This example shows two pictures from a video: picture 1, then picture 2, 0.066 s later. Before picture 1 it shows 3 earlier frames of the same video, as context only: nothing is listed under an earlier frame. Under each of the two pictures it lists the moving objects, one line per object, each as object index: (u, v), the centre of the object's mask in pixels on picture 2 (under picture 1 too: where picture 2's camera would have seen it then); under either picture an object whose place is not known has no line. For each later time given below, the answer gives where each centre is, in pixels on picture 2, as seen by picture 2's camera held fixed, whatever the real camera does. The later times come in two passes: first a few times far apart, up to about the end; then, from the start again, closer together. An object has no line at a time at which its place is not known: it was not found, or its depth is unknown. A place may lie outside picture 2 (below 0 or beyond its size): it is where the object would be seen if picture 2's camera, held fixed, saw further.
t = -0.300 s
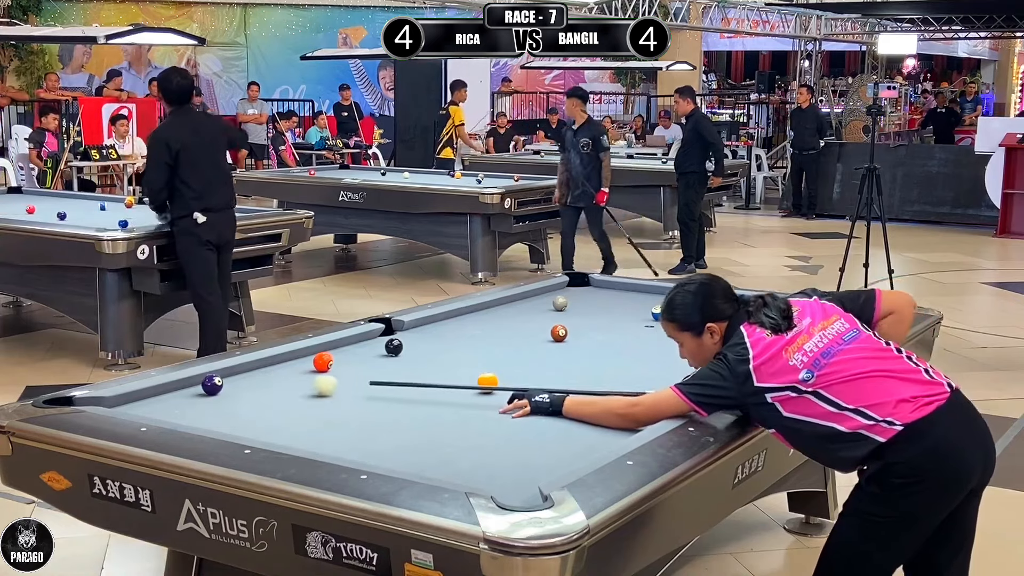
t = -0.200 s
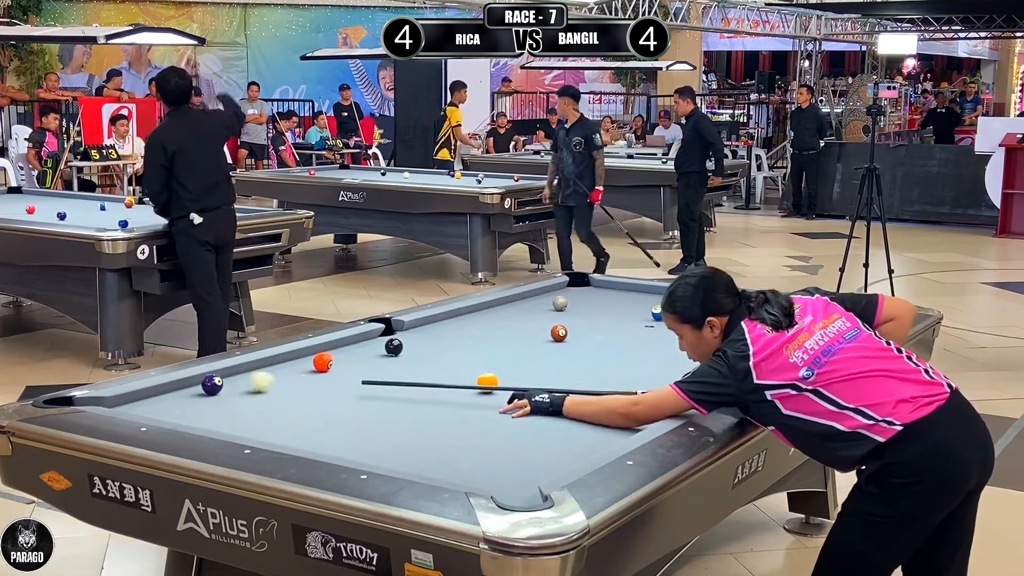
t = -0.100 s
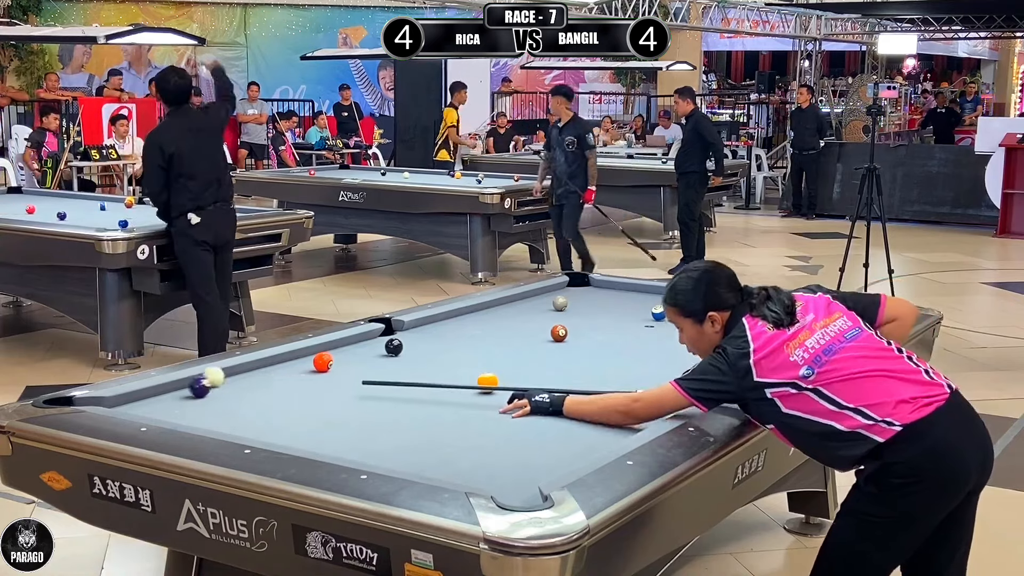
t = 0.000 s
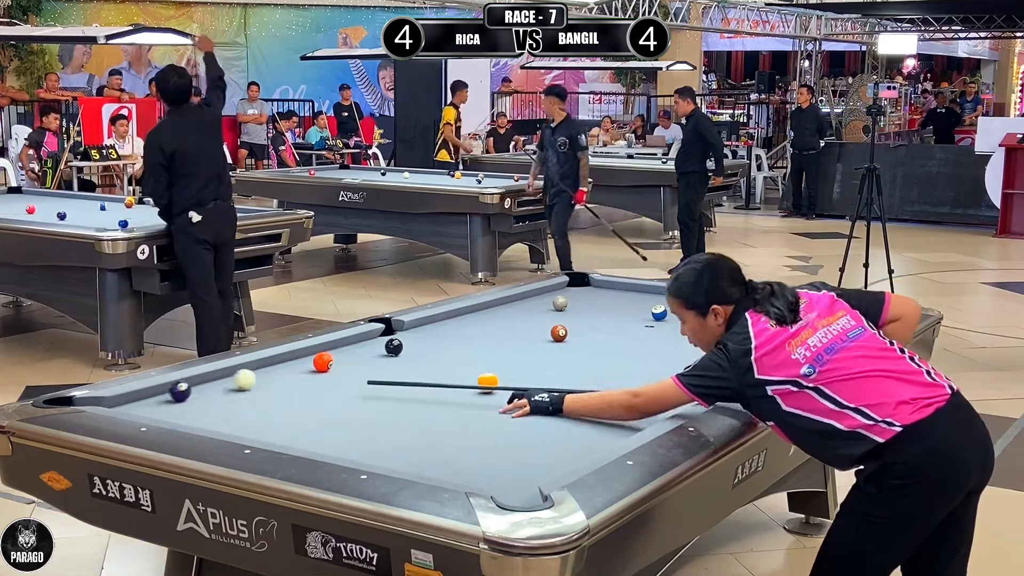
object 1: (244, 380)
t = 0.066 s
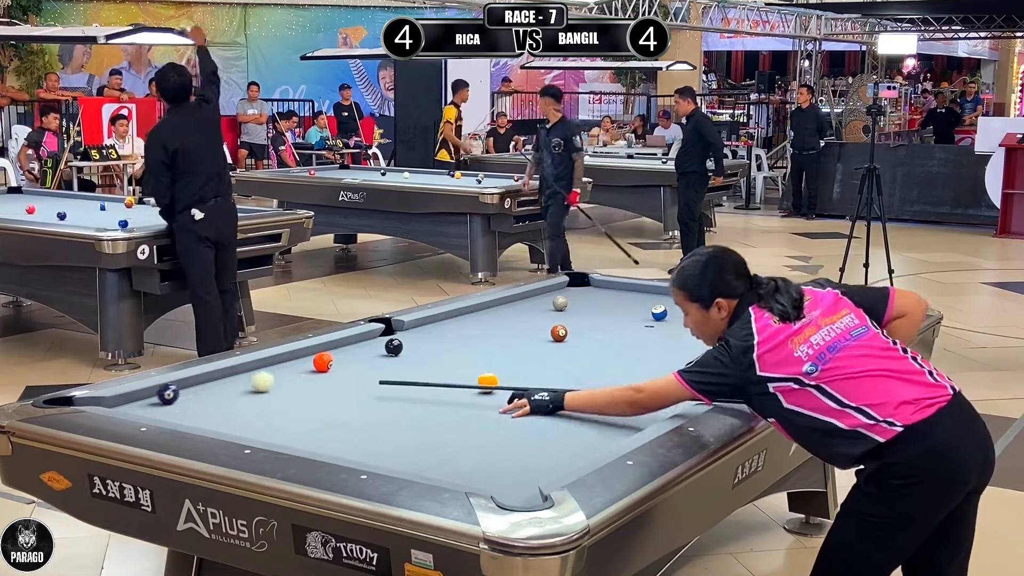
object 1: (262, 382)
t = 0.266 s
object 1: (312, 386)
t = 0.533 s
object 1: (377, 393)
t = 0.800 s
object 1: (442, 400)
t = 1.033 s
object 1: (501, 406)
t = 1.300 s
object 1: (566, 413)
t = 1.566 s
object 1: (632, 419)
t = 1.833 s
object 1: (642, 417)
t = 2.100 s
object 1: (617, 411)
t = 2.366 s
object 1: (593, 405)
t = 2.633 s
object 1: (573, 400)
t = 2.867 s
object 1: (557, 396)
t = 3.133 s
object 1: (541, 392)
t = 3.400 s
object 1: (527, 389)
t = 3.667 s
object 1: (516, 386)
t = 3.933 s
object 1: (508, 383)
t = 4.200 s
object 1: (506, 382)
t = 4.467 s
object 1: (506, 381)
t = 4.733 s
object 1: (506, 381)
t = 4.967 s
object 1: (507, 380)
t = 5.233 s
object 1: (507, 380)
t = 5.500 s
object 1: (506, 380)
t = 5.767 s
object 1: (507, 380)
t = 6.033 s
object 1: (506, 380)
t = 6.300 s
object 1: (507, 380)
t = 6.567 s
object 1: (506, 380)
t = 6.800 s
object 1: (506, 380)
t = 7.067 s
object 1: (507, 380)
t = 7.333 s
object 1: (506, 380)
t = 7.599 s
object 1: (507, 380)
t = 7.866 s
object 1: (507, 380)
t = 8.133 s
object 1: (507, 380)
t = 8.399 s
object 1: (507, 380)
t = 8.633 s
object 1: (507, 380)
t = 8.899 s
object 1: (507, 380)
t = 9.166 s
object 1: (507, 380)
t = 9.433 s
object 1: (507, 380)
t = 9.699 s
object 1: (507, 380)
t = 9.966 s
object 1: (507, 380)
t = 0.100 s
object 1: (271, 383)
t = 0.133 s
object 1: (279, 383)
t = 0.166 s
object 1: (287, 384)
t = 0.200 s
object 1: (295, 385)
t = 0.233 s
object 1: (304, 386)
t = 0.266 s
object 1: (312, 386)
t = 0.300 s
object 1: (320, 387)
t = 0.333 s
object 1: (328, 388)
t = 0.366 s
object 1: (336, 389)
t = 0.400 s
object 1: (345, 390)
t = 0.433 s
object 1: (353, 391)
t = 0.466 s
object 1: (361, 392)
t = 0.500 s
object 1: (369, 392)
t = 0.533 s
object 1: (377, 393)
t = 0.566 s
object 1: (385, 394)
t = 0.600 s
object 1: (393, 395)
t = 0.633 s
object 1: (402, 396)
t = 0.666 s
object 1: (410, 397)
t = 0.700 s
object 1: (418, 397)
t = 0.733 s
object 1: (426, 398)
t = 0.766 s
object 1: (434, 399)
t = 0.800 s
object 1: (442, 400)
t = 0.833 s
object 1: (450, 401)
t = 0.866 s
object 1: (459, 402)
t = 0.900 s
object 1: (467, 402)
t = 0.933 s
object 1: (475, 403)
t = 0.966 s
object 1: (483, 403)
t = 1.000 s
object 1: (492, 405)
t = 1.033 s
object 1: (501, 406)
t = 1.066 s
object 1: (509, 406)
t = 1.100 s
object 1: (517, 408)
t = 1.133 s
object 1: (525, 408)
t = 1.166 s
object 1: (533, 409)
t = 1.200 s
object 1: (542, 410)
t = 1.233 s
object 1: (550, 411)
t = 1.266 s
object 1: (558, 412)
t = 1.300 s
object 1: (566, 413)
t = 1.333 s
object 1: (575, 413)
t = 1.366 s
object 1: (583, 414)
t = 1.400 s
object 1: (591, 415)
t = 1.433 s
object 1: (599, 416)
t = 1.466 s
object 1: (607, 417)
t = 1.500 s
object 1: (616, 417)
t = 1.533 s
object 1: (624, 418)
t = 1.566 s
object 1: (632, 419)
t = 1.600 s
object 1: (640, 419)
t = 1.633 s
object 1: (647, 418)
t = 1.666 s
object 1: (655, 417)
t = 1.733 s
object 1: (651, 417)
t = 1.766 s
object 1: (647, 418)
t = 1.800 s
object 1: (645, 417)
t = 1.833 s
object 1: (642, 417)
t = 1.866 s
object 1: (639, 417)
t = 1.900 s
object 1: (635, 416)
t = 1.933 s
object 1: (632, 415)
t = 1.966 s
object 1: (629, 414)
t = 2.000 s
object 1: (626, 413)
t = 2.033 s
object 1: (623, 412)
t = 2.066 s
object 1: (619, 411)
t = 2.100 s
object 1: (617, 411)
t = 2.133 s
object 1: (614, 410)
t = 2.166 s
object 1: (610, 409)
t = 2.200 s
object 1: (607, 409)
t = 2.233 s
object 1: (604, 408)
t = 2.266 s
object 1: (601, 407)
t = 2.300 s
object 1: (599, 406)
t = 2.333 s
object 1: (596, 406)
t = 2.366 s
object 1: (593, 405)
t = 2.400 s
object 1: (590, 405)
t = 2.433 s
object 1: (588, 404)
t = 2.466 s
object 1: (586, 403)
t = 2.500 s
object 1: (583, 402)
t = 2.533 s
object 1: (581, 402)
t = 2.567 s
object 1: (578, 401)
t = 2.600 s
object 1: (576, 401)
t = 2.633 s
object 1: (573, 400)
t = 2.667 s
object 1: (570, 399)
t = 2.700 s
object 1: (568, 399)
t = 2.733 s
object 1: (566, 398)
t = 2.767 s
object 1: (563, 398)
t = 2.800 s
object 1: (561, 397)
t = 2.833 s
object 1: (559, 396)
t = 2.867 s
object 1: (557, 396)
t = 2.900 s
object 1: (555, 396)
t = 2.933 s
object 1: (553, 395)
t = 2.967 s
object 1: (551, 395)
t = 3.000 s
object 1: (549, 394)
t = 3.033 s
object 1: (547, 394)
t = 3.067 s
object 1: (544, 393)
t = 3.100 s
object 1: (543, 393)
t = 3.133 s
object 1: (541, 392)
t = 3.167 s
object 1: (539, 392)
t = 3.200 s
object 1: (538, 391)
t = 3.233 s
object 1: (536, 391)
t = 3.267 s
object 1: (534, 390)
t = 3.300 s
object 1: (532, 390)
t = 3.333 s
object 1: (531, 389)
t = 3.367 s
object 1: (529, 389)
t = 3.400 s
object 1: (527, 389)
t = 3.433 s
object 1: (526, 388)
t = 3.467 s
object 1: (525, 388)
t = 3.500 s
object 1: (523, 388)
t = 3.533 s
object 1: (522, 387)
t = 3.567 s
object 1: (520, 387)
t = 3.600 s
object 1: (519, 387)
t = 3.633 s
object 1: (518, 386)
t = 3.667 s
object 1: (516, 386)
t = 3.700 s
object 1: (514, 385)
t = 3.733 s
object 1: (513, 385)
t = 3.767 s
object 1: (512, 385)
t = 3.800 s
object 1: (510, 384)
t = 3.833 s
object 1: (509, 384)
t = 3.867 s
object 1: (508, 384)
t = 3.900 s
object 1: (508, 384)
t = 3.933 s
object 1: (508, 383)
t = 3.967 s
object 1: (507, 383)
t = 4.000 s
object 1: (507, 383)
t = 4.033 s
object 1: (507, 382)
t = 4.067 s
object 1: (506, 382)
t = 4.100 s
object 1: (506, 382)
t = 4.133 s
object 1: (506, 382)
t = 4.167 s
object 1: (506, 382)
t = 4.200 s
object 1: (506, 382)
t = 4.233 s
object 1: (506, 381)
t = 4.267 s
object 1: (507, 381)
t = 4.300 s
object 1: (506, 381)
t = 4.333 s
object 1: (506, 381)
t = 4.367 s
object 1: (506, 381)
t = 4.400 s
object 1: (506, 381)
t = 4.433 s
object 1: (506, 381)
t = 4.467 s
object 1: (506, 381)
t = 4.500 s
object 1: (506, 381)
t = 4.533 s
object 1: (506, 380)
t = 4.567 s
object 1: (507, 380)
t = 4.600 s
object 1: (506, 381)
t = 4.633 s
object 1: (507, 380)
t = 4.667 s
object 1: (507, 380)
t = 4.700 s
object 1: (506, 380)
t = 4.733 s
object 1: (506, 381)
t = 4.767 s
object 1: (507, 380)
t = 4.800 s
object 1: (506, 380)
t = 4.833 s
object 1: (507, 380)
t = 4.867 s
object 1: (506, 380)
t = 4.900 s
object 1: (507, 380)
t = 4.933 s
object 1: (506, 380)
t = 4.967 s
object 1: (507, 380)
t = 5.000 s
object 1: (506, 380)
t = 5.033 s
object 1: (506, 380)
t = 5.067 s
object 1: (507, 380)
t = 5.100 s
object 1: (507, 380)
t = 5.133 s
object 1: (506, 381)
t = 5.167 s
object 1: (506, 381)
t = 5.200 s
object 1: (507, 380)
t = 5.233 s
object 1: (507, 380)
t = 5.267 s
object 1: (506, 380)
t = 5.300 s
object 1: (507, 380)
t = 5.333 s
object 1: (506, 380)
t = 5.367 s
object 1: (507, 380)
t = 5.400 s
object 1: (506, 380)
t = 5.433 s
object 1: (507, 380)
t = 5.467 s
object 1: (506, 380)
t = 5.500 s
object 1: (506, 380)
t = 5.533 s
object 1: (507, 380)
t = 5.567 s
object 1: (506, 380)
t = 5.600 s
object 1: (507, 380)
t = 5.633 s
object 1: (507, 380)
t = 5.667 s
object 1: (506, 380)
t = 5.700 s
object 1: (507, 380)
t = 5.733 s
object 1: (506, 380)
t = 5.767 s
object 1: (507, 380)
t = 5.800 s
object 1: (506, 380)
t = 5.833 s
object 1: (507, 380)
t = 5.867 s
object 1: (507, 380)
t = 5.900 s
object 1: (506, 380)
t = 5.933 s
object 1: (507, 380)
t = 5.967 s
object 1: (506, 380)
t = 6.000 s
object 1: (507, 380)
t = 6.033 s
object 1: (506, 380)
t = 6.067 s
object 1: (507, 380)
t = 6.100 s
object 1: (507, 380)
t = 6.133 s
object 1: (506, 380)
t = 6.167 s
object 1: (507, 380)
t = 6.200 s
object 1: (506, 380)
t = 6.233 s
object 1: (507, 380)
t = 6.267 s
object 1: (506, 380)
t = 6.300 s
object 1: (507, 380)
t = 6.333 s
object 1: (507, 380)
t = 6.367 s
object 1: (506, 380)
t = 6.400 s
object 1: (506, 380)
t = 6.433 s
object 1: (507, 380)
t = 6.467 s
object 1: (507, 380)
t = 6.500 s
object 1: (506, 380)
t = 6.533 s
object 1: (507, 380)
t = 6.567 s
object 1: (506, 380)
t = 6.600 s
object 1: (507, 380)
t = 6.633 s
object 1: (506, 380)
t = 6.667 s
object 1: (507, 380)
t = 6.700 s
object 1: (506, 380)
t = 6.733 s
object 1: (506, 380)
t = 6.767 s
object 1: (507, 380)
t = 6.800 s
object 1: (506, 380)
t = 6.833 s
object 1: (507, 380)
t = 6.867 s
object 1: (507, 380)
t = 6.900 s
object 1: (506, 381)
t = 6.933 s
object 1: (506, 380)
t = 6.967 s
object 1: (507, 380)
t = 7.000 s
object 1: (507, 380)
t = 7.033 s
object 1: (506, 381)
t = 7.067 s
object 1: (507, 380)
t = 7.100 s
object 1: (506, 381)
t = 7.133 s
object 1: (507, 380)
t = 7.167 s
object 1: (506, 380)
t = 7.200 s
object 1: (507, 380)
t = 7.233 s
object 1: (507, 380)
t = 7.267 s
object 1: (506, 380)
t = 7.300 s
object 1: (507, 380)
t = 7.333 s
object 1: (506, 380)
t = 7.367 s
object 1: (507, 380)
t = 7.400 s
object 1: (506, 380)
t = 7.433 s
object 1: (507, 380)
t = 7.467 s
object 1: (506, 380)
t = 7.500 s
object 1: (507, 380)
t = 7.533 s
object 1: (506, 380)
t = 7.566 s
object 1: (507, 380)
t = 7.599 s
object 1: (507, 380)
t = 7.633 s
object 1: (507, 380)
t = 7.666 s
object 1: (507, 380)
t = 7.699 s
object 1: (507, 380)
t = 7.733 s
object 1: (507, 380)
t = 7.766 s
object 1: (507, 380)
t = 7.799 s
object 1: (507, 380)
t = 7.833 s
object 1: (507, 380)
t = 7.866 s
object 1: (507, 380)
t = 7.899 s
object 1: (507, 380)
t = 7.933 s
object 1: (507, 380)
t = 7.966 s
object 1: (507, 380)
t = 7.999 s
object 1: (507, 380)
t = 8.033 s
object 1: (507, 380)
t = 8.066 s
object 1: (507, 380)
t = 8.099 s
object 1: (507, 380)
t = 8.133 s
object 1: (507, 380)
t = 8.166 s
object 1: (507, 380)
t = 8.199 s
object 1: (507, 380)
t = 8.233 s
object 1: (507, 380)
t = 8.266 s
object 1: (507, 380)
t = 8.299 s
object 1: (507, 380)
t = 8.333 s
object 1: (507, 380)
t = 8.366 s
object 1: (507, 380)
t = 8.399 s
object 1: (507, 380)
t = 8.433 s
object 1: (507, 380)
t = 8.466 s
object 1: (507, 380)
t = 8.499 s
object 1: (507, 380)
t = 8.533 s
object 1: (507, 380)
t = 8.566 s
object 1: (507, 380)
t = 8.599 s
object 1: (507, 380)
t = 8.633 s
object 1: (507, 380)
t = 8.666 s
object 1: (507, 380)
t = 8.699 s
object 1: (507, 380)
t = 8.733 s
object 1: (507, 380)
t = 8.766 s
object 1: (507, 380)
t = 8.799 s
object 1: (507, 380)
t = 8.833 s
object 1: (507, 380)
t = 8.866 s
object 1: (507, 380)
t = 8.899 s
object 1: (507, 380)
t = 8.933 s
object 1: (507, 380)
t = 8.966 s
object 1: (507, 380)
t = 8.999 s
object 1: (507, 380)
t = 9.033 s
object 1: (507, 380)
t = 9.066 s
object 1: (507, 380)
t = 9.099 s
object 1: (507, 380)
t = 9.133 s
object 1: (507, 380)
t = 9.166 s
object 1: (507, 380)
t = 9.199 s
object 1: (507, 380)
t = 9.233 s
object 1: (507, 380)
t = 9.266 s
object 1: (507, 380)
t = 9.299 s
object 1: (507, 380)
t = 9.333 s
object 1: (507, 380)
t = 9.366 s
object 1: (507, 380)
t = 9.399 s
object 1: (507, 380)
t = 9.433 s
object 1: (507, 380)
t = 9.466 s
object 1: (507, 380)
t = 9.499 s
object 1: (507, 380)
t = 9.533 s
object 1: (507, 380)
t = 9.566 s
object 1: (507, 380)
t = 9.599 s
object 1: (507, 380)
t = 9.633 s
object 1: (507, 380)
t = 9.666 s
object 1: (507, 380)
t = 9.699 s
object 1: (507, 380)
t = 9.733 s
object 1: (507, 380)
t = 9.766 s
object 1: (507, 380)
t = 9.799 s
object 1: (507, 380)
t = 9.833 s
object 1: (507, 380)
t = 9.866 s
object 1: (507, 380)
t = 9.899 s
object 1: (507, 380)
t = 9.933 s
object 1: (507, 380)
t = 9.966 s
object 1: (507, 380)
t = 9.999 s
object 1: (507, 380)
